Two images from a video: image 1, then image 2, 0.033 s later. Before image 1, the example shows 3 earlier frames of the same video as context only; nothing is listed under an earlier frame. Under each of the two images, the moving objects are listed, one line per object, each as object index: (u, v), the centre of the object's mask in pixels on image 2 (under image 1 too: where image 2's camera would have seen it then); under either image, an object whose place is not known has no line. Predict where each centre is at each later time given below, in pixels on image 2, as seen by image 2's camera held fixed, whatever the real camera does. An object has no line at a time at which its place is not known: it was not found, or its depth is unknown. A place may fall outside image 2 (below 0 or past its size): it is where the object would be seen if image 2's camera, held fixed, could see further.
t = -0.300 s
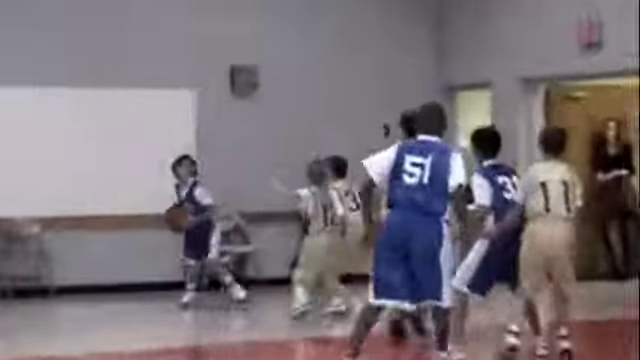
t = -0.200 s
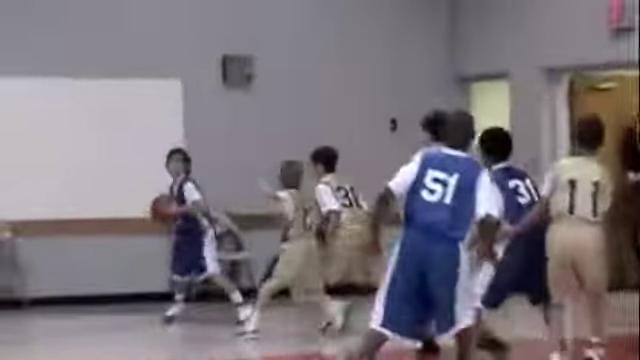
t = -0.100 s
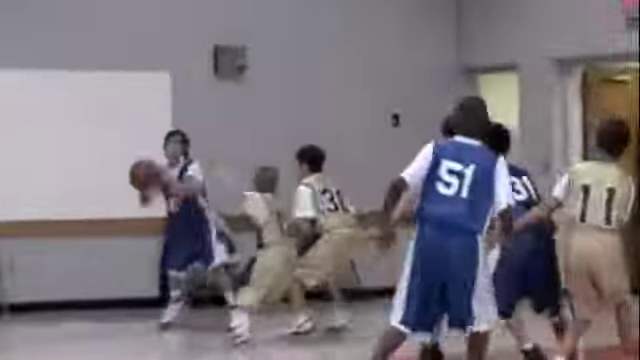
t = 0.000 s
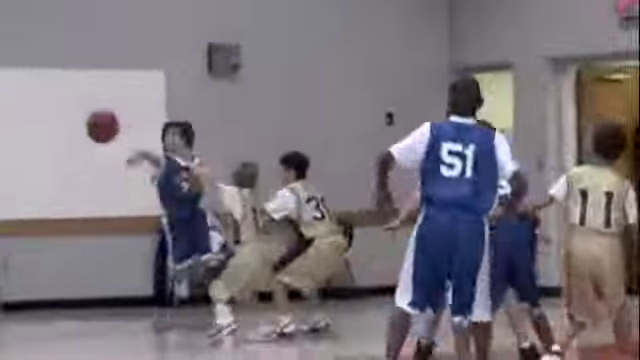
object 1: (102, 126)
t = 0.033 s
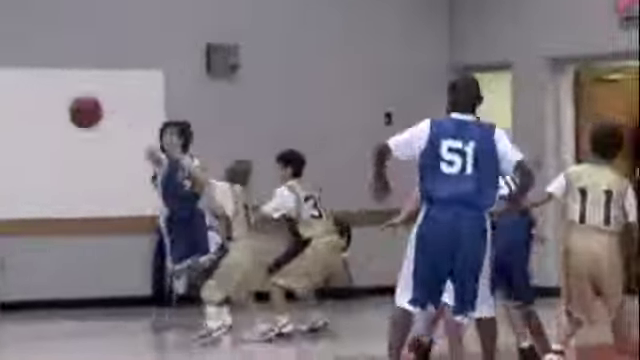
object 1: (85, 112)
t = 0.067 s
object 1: (67, 99)
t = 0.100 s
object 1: (52, 88)
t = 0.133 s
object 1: (38, 79)
